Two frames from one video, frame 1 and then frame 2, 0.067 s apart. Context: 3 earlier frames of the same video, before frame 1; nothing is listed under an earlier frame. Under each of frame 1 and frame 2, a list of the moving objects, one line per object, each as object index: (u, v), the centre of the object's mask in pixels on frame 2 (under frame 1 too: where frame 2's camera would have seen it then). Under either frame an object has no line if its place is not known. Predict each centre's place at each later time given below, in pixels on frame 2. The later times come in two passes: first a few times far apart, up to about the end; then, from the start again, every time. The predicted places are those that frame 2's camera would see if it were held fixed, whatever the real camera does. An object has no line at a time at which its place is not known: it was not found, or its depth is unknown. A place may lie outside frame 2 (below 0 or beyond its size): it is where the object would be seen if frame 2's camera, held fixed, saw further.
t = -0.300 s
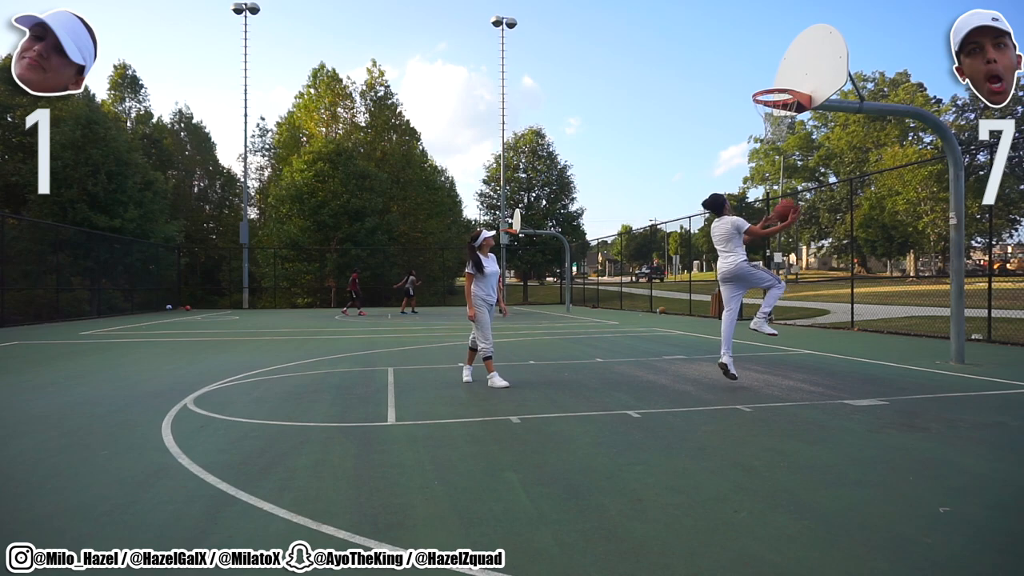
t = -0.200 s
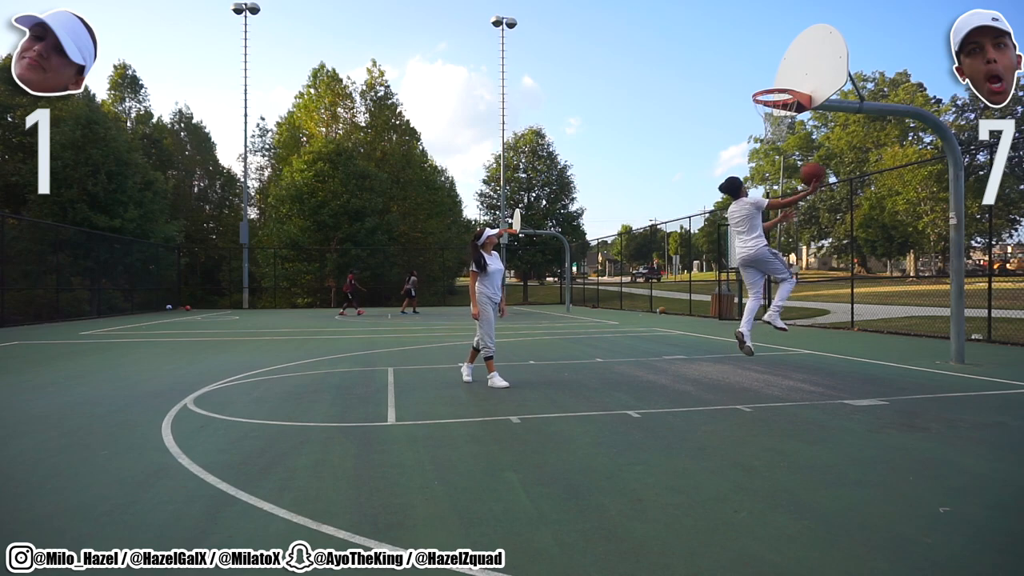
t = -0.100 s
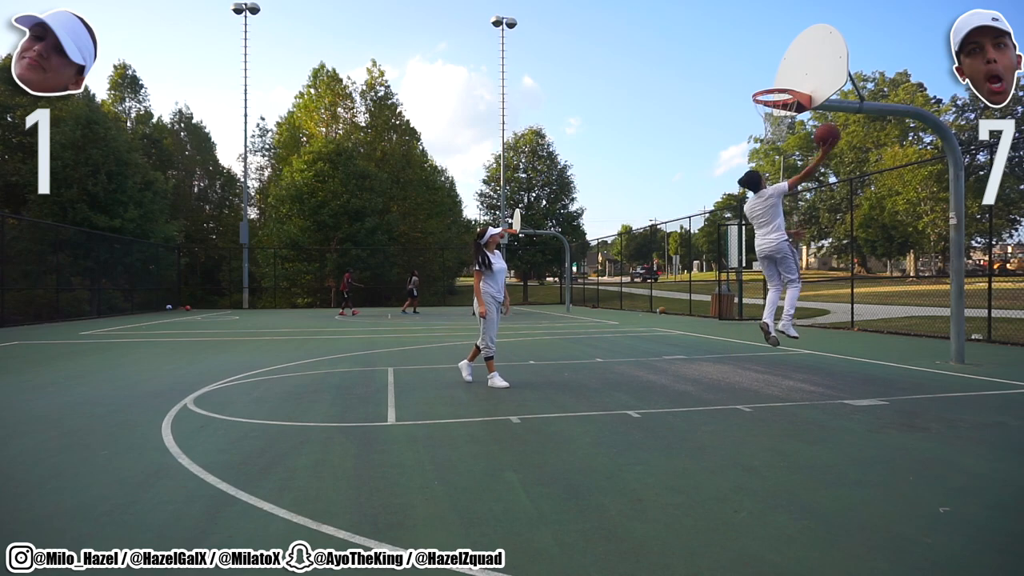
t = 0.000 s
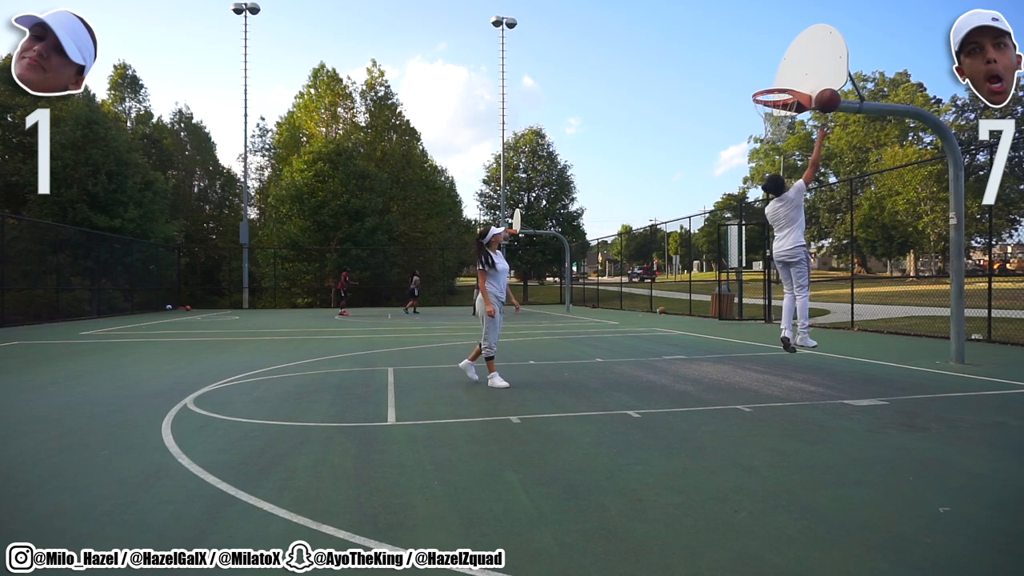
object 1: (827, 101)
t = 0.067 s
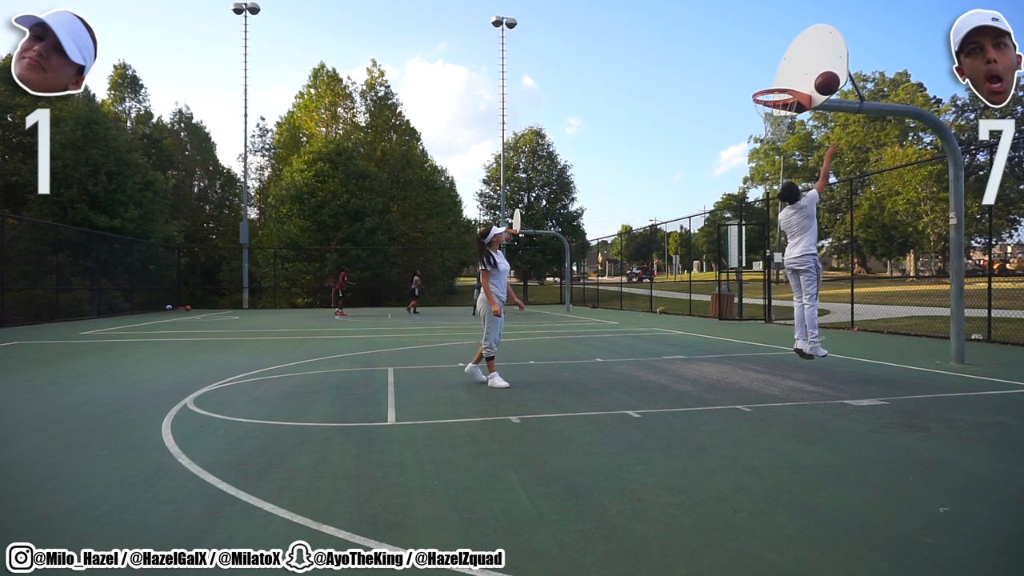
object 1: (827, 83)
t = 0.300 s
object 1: (813, 62)
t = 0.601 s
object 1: (764, 109)
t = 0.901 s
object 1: (765, 157)
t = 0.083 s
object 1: (827, 80)
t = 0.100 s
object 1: (827, 76)
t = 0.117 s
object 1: (827, 73)
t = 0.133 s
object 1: (827, 71)
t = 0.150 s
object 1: (826, 68)
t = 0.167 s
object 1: (826, 66)
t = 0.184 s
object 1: (826, 65)
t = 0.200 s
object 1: (826, 63)
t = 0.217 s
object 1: (826, 62)
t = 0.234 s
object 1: (825, 62)
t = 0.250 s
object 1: (822, 61)
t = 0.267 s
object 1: (818, 61)
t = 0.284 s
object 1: (815, 61)
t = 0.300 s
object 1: (813, 62)
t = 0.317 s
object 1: (810, 62)
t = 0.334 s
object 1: (807, 63)
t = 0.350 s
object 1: (804, 64)
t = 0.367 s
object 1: (801, 66)
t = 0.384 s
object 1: (799, 67)
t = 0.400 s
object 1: (796, 69)
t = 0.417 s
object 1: (793, 71)
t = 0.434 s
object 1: (791, 74)
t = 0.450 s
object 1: (788, 76)
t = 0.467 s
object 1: (785, 79)
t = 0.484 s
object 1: (783, 80)
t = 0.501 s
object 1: (780, 82)
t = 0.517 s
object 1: (778, 88)
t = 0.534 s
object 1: (775, 92)
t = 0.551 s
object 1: (772, 96)
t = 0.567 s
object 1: (769, 102)
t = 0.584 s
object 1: (766, 105)
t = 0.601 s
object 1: (764, 109)
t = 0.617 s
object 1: (763, 112)
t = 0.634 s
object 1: (762, 115)
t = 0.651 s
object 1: (761, 118)
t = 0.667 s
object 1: (760, 121)
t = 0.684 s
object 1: (760, 122)
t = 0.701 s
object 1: (761, 123)
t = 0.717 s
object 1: (761, 125)
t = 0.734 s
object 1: (761, 127)
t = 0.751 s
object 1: (761, 129)
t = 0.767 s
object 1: (762, 130)
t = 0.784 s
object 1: (763, 133)
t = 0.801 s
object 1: (763, 136)
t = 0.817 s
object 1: (763, 138)
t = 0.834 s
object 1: (764, 141)
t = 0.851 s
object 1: (764, 145)
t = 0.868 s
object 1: (764, 148)
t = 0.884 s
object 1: (765, 152)
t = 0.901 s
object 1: (765, 157)
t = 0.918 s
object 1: (765, 161)
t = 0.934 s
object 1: (765, 166)
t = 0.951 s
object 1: (766, 170)
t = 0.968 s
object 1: (766, 176)
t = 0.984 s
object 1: (767, 181)
